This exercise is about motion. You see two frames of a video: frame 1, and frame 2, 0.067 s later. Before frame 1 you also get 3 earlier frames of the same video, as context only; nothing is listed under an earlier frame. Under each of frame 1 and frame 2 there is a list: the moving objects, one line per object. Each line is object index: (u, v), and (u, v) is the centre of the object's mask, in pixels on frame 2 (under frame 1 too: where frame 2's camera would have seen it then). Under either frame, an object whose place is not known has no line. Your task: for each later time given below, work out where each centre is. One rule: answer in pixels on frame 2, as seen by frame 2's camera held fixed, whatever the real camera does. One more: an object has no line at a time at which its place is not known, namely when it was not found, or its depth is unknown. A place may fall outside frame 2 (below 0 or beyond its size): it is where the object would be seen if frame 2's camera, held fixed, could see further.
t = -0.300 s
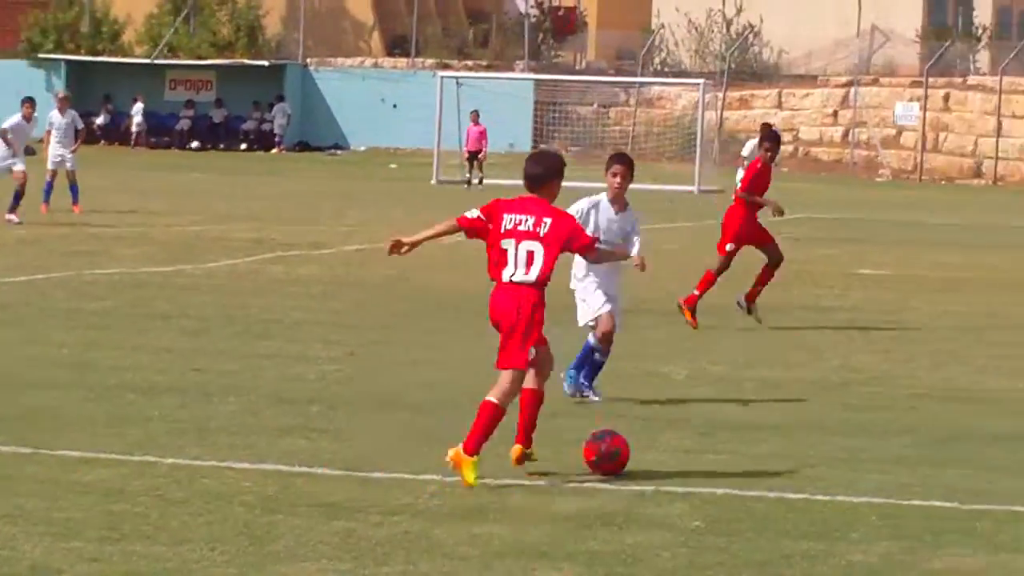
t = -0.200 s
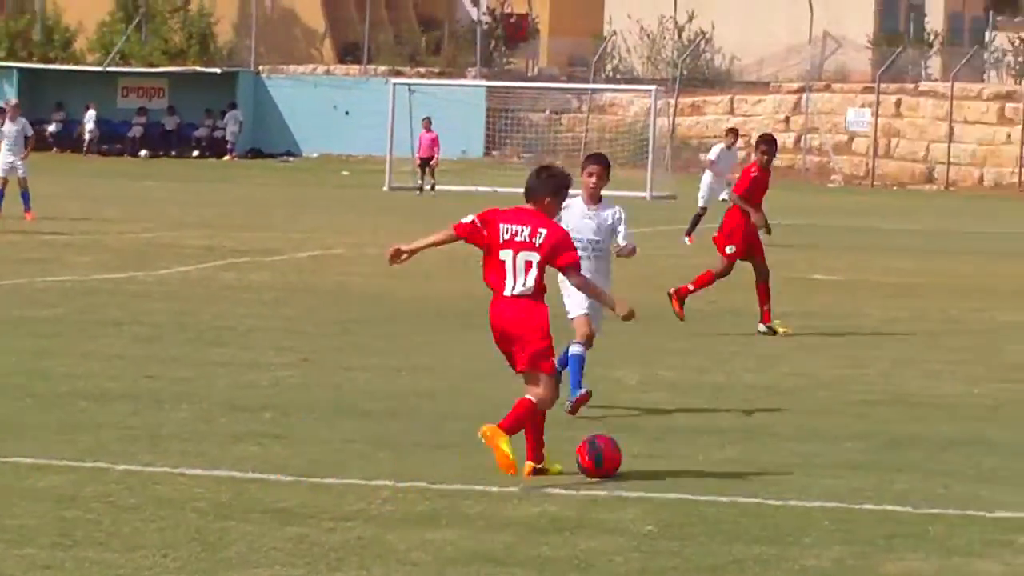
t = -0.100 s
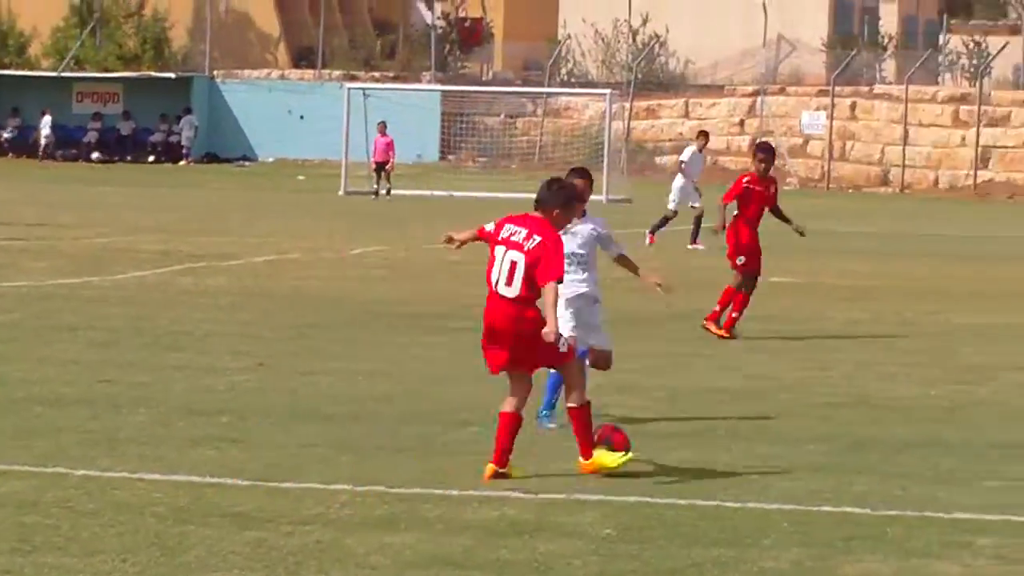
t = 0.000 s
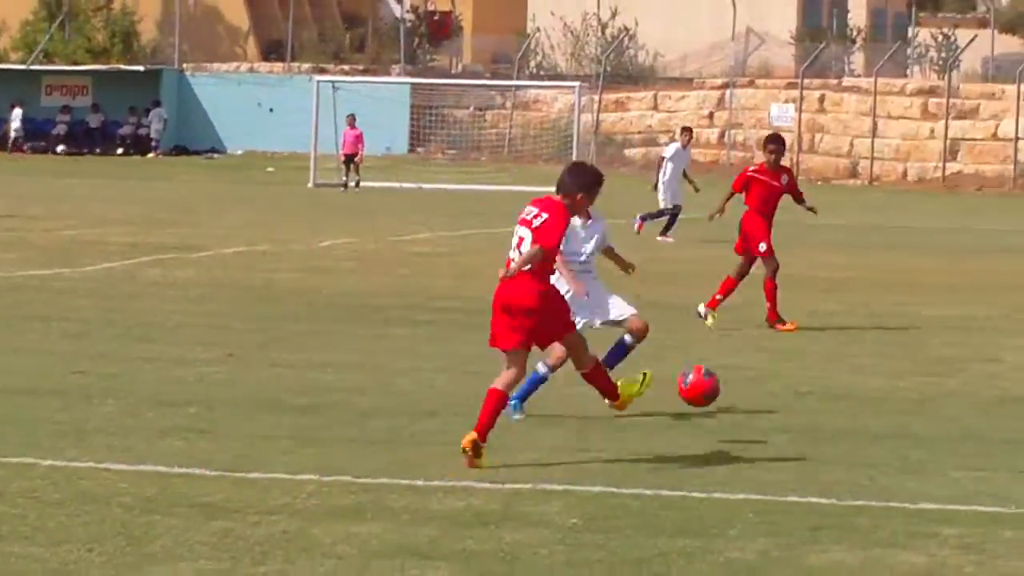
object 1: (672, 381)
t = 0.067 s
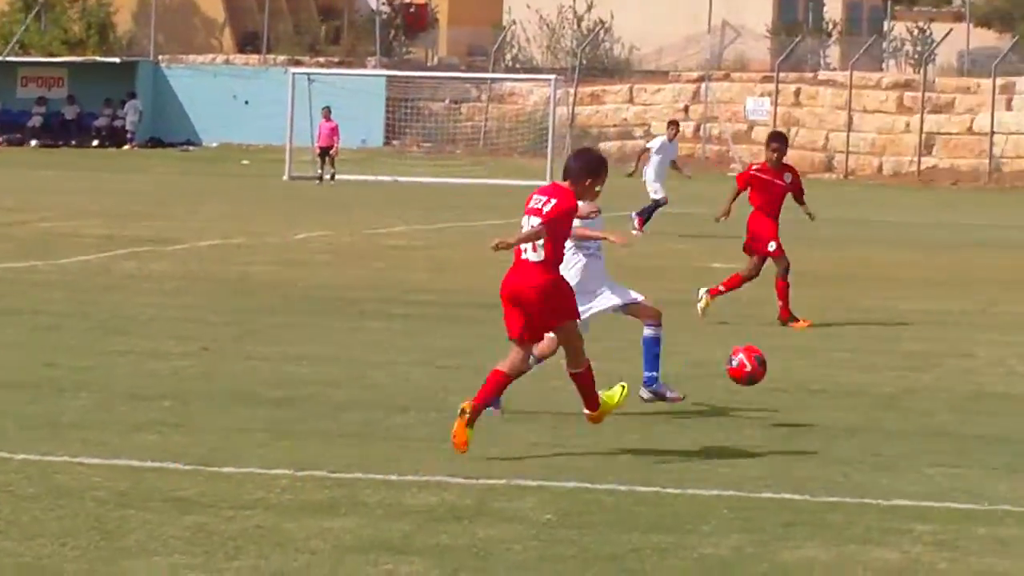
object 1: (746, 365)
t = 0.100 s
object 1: (780, 362)
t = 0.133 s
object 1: (814, 361)
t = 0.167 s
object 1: (846, 362)
